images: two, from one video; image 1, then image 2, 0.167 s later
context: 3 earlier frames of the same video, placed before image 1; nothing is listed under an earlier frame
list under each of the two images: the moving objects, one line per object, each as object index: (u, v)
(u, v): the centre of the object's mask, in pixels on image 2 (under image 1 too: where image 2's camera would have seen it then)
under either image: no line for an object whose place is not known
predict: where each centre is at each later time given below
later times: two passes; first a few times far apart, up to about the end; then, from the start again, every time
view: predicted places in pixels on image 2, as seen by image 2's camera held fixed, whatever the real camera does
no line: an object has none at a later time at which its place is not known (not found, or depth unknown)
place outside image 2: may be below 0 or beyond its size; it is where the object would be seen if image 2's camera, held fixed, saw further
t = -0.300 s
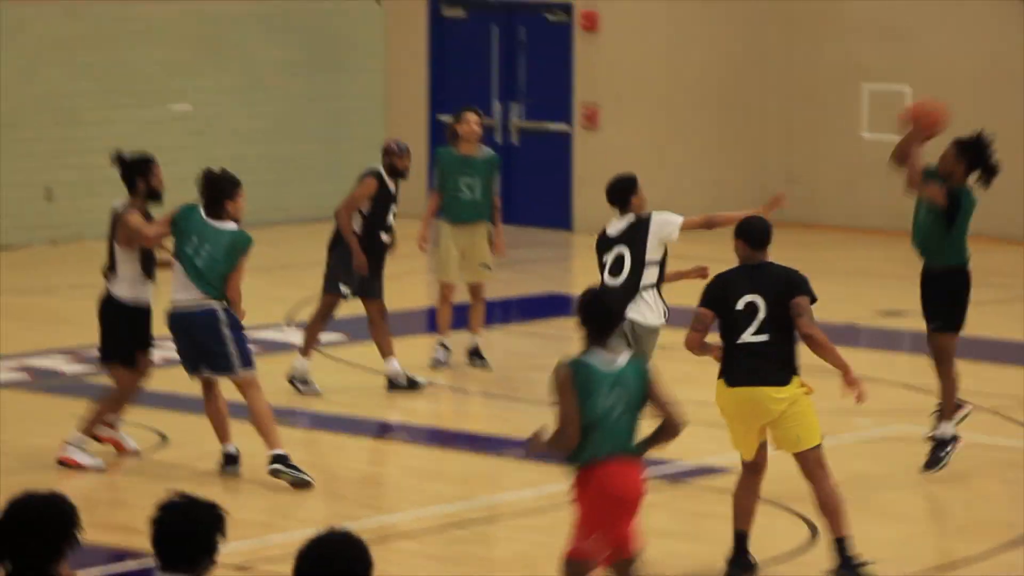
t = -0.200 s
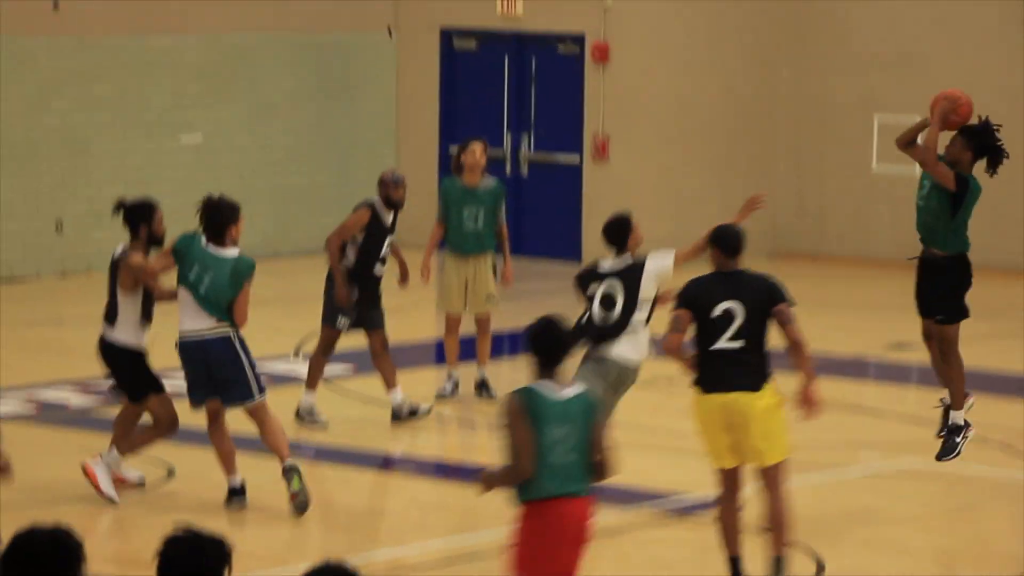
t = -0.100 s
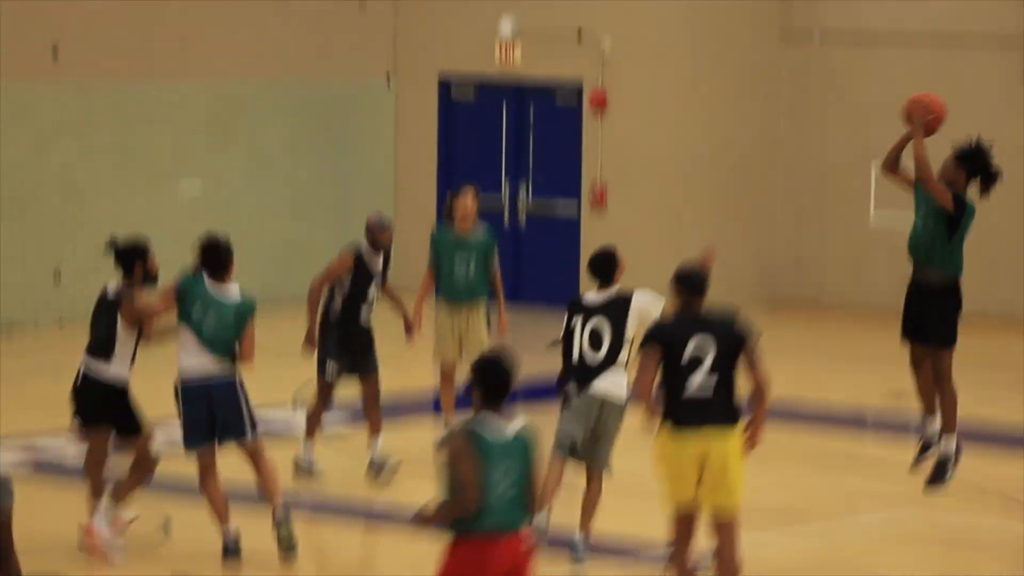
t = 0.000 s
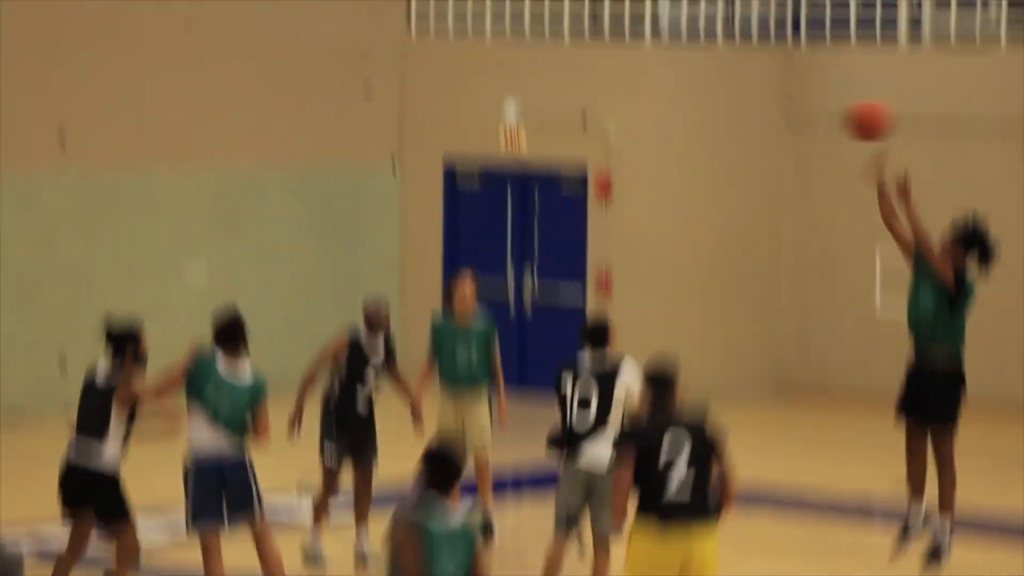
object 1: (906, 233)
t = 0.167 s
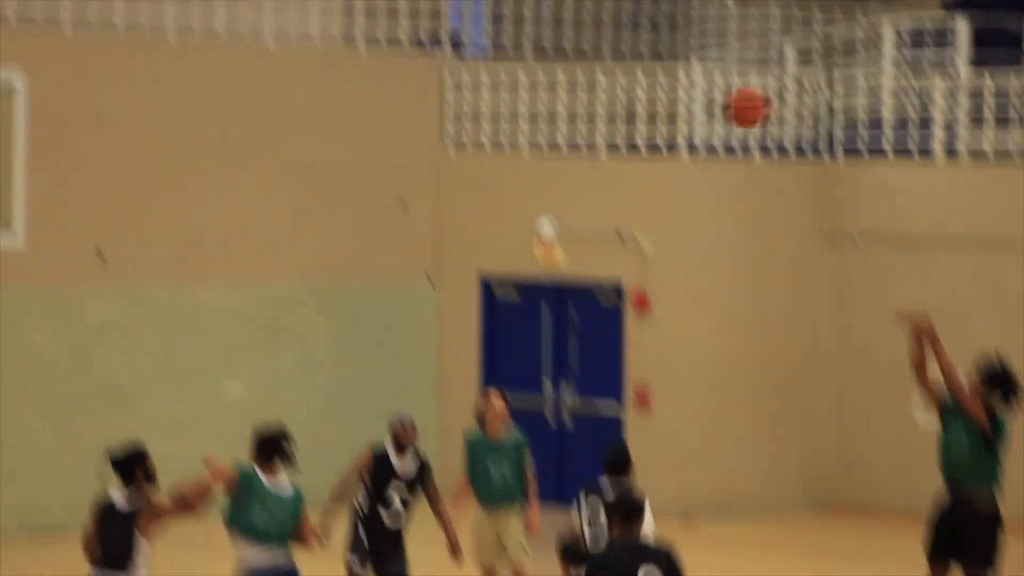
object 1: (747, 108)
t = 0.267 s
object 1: (657, 55)
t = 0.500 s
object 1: (458, 0)
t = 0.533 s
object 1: (429, -1)
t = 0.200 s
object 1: (717, 89)
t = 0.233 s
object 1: (685, 71)
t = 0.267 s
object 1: (657, 55)
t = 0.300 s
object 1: (626, 42)
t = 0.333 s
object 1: (597, 29)
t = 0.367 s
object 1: (567, 19)
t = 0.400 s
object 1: (541, 12)
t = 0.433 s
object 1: (514, 7)
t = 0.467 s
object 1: (487, 3)
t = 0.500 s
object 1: (458, 0)
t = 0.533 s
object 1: (429, -1)
